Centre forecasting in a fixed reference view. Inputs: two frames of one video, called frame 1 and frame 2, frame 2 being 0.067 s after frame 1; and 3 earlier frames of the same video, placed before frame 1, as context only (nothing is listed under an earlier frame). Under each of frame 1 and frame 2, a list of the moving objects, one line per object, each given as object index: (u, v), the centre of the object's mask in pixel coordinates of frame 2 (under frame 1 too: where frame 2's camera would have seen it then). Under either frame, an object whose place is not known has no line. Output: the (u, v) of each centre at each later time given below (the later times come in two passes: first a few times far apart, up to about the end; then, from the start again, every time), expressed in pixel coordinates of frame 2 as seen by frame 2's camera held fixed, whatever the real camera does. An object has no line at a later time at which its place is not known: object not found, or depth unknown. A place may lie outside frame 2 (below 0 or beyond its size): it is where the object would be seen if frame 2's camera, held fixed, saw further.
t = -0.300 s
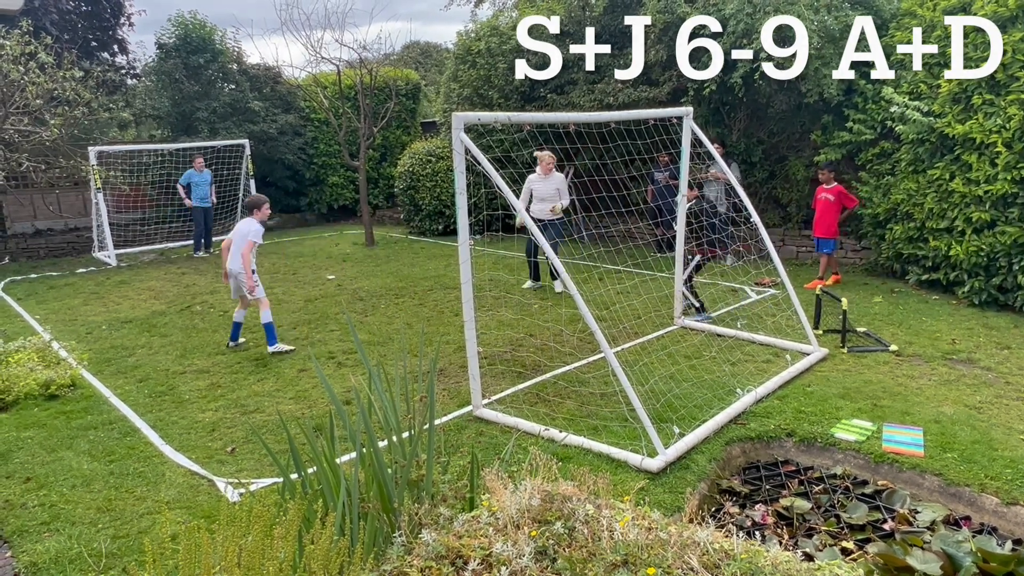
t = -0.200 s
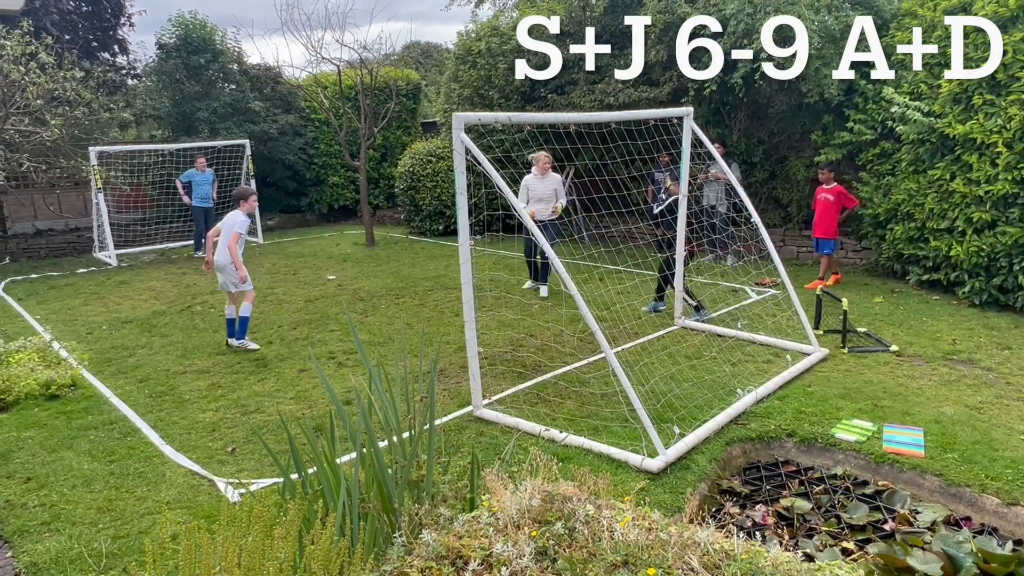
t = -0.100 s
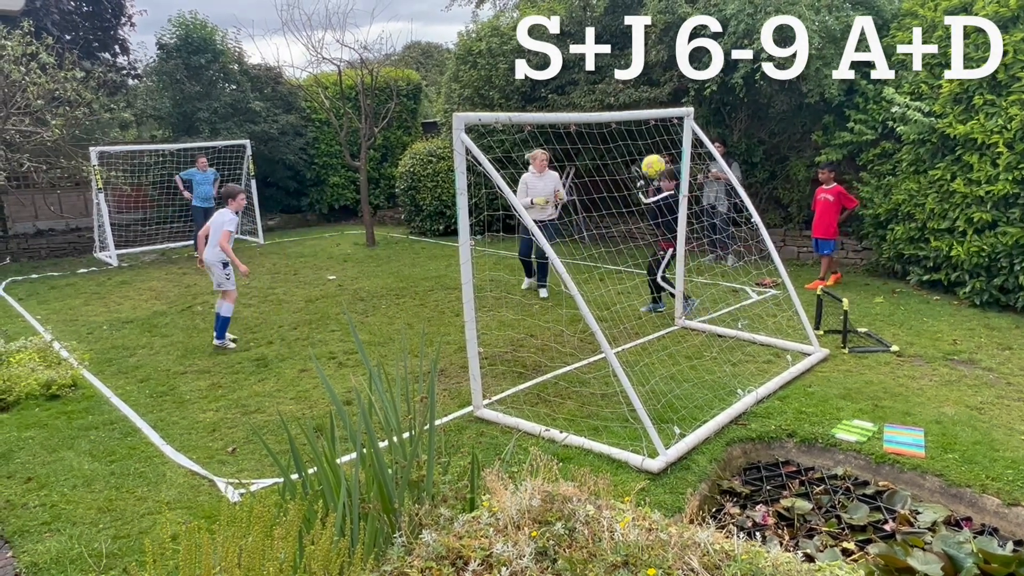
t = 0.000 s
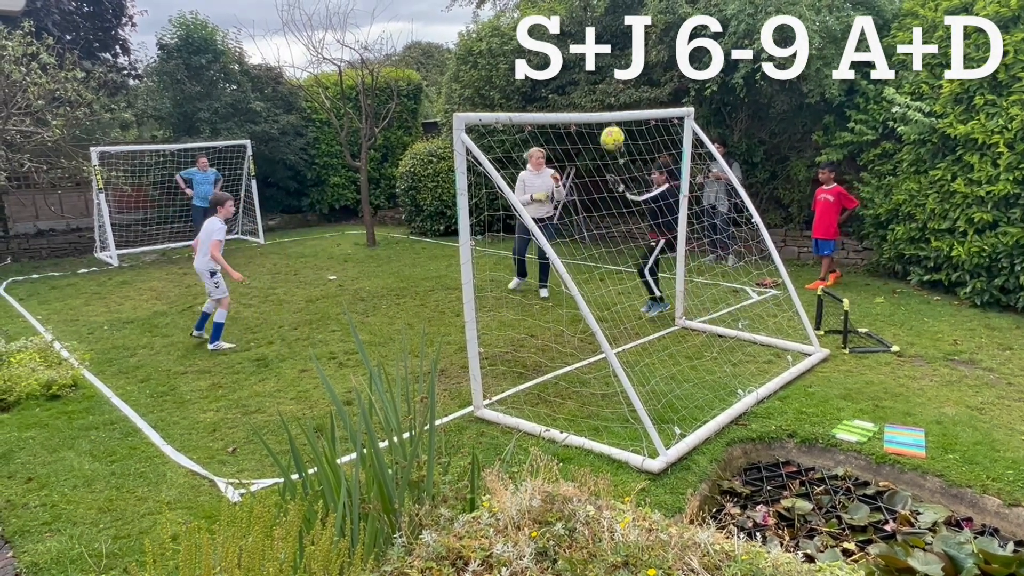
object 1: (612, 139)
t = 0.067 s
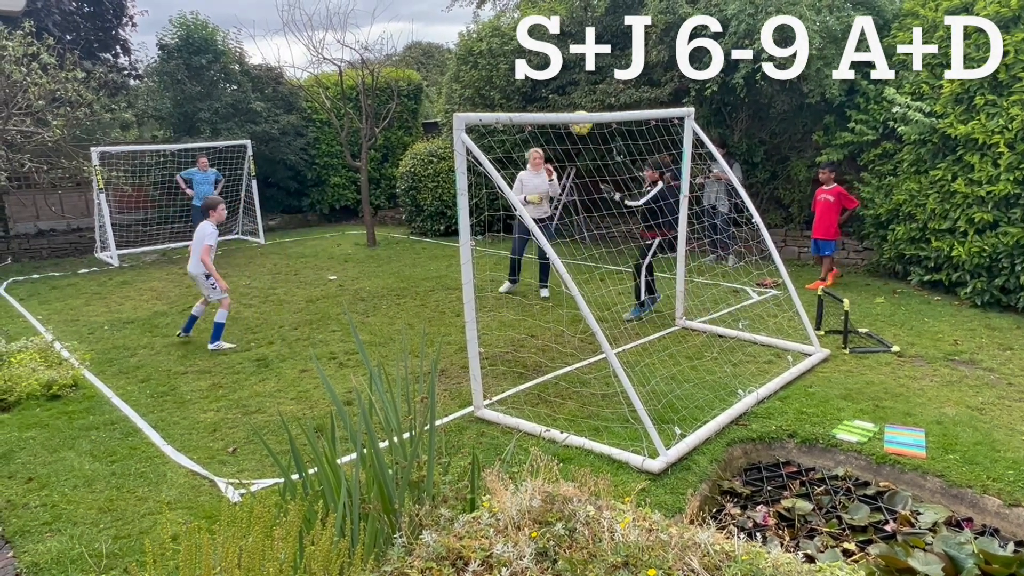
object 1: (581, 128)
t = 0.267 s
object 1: (485, 103)
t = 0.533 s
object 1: (364, 148)
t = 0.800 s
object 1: (257, 258)
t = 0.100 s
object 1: (564, 110)
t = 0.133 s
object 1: (549, 108)
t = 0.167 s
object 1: (532, 106)
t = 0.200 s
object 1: (516, 104)
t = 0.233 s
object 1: (501, 103)
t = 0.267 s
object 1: (485, 103)
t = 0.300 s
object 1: (469, 104)
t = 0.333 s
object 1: (453, 107)
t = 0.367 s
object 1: (438, 112)
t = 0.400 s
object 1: (423, 117)
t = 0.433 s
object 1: (408, 123)
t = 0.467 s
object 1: (393, 130)
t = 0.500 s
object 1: (378, 138)
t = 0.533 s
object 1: (364, 148)
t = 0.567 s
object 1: (349, 158)
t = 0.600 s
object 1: (336, 170)
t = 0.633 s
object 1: (322, 182)
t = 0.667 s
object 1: (309, 195)
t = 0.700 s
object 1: (295, 210)
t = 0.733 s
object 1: (282, 226)
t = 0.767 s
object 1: (270, 241)
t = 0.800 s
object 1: (257, 258)
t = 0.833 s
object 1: (245, 277)
